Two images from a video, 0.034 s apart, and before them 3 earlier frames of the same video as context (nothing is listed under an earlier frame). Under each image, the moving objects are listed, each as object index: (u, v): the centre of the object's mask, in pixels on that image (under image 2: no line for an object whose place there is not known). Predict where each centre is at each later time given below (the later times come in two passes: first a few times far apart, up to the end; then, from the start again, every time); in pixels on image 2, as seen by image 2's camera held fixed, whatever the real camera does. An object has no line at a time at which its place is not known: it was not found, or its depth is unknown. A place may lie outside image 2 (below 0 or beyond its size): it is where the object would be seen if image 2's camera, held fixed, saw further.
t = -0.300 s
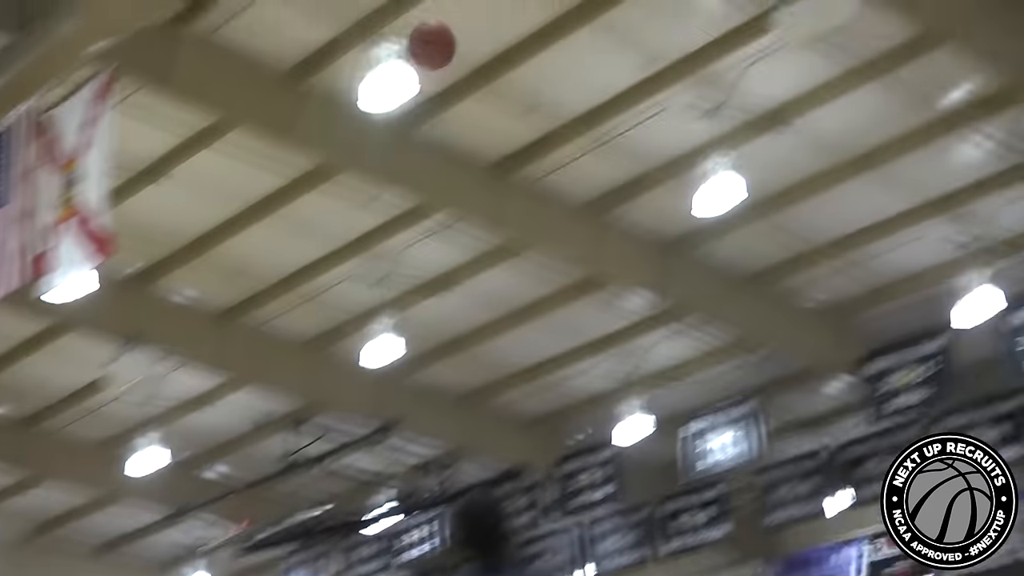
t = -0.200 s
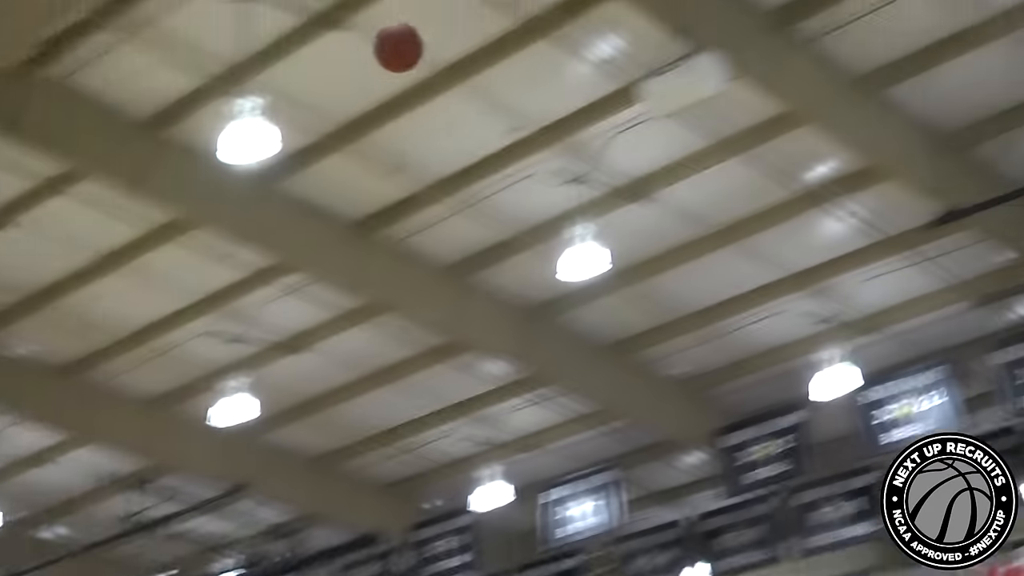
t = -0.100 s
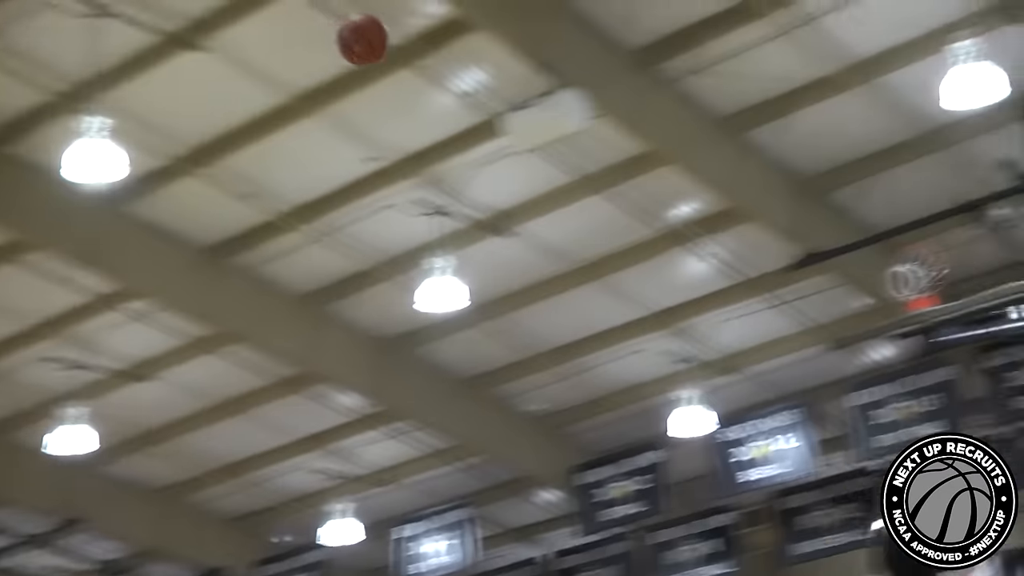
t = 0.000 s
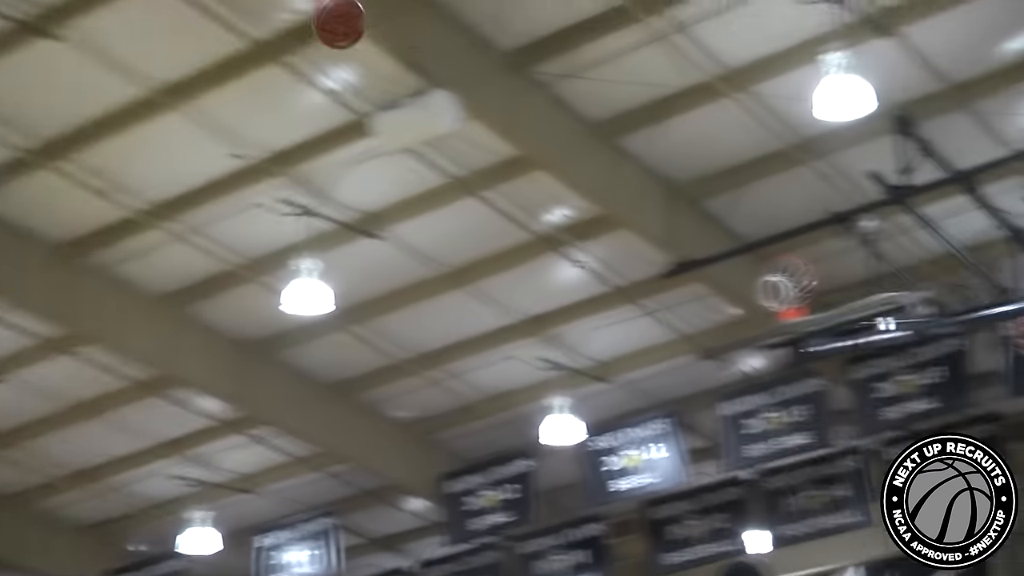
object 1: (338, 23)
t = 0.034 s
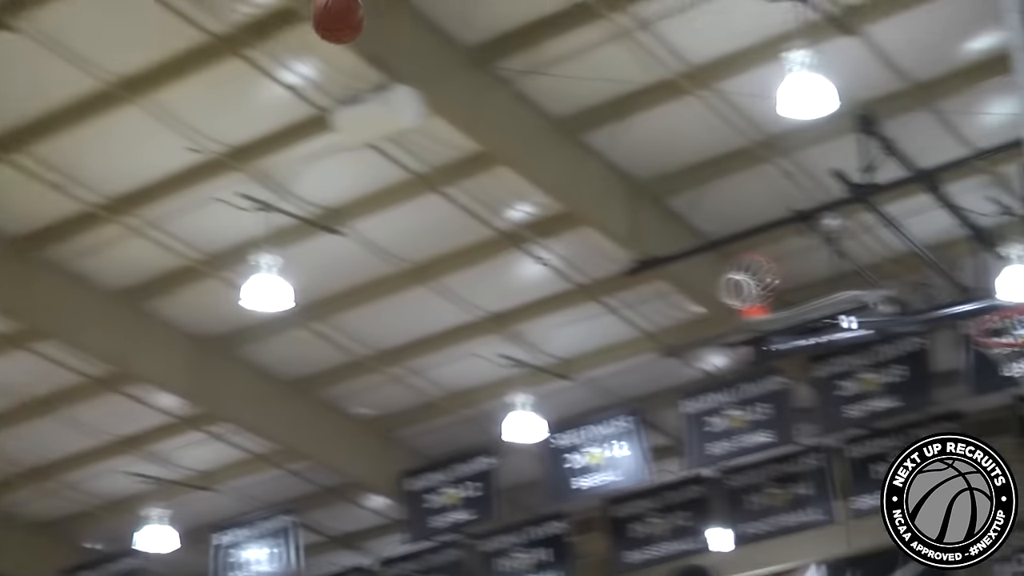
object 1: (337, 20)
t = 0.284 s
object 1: (625, 95)
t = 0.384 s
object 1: (749, 154)
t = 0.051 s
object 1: (356, 23)
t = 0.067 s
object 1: (374, 26)
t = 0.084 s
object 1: (392, 31)
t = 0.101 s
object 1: (411, 36)
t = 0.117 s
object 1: (430, 40)
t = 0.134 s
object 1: (450, 45)
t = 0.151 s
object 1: (470, 51)
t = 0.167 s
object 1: (488, 55)
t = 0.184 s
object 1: (507, 61)
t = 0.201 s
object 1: (526, 67)
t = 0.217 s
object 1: (545, 72)
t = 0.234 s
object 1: (565, 77)
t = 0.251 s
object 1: (584, 83)
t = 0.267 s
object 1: (605, 89)
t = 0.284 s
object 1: (625, 95)
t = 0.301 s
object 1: (645, 101)
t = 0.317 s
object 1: (665, 108)
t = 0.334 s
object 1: (685, 116)
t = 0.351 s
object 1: (708, 128)
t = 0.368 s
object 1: (730, 140)
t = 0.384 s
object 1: (749, 154)
